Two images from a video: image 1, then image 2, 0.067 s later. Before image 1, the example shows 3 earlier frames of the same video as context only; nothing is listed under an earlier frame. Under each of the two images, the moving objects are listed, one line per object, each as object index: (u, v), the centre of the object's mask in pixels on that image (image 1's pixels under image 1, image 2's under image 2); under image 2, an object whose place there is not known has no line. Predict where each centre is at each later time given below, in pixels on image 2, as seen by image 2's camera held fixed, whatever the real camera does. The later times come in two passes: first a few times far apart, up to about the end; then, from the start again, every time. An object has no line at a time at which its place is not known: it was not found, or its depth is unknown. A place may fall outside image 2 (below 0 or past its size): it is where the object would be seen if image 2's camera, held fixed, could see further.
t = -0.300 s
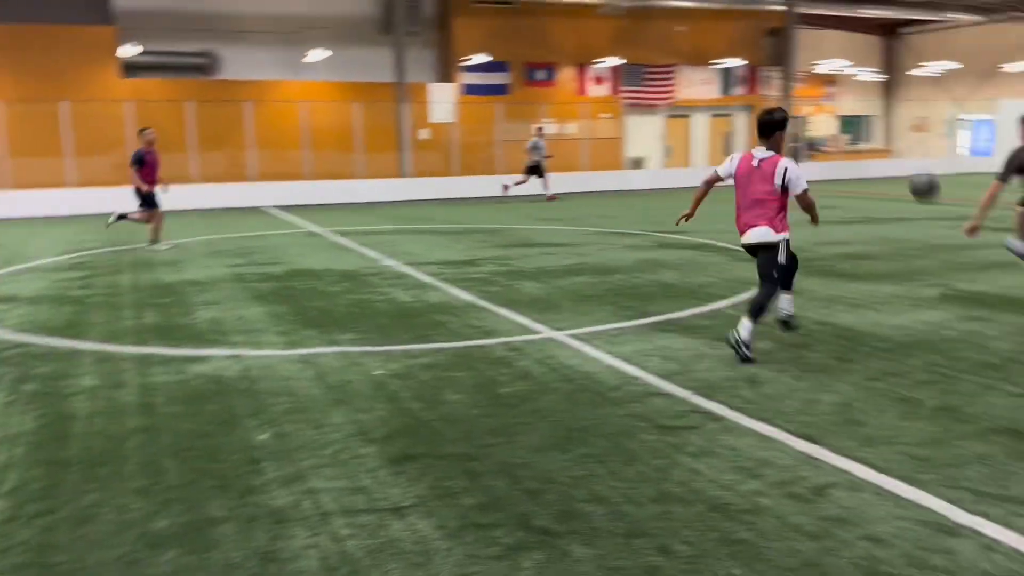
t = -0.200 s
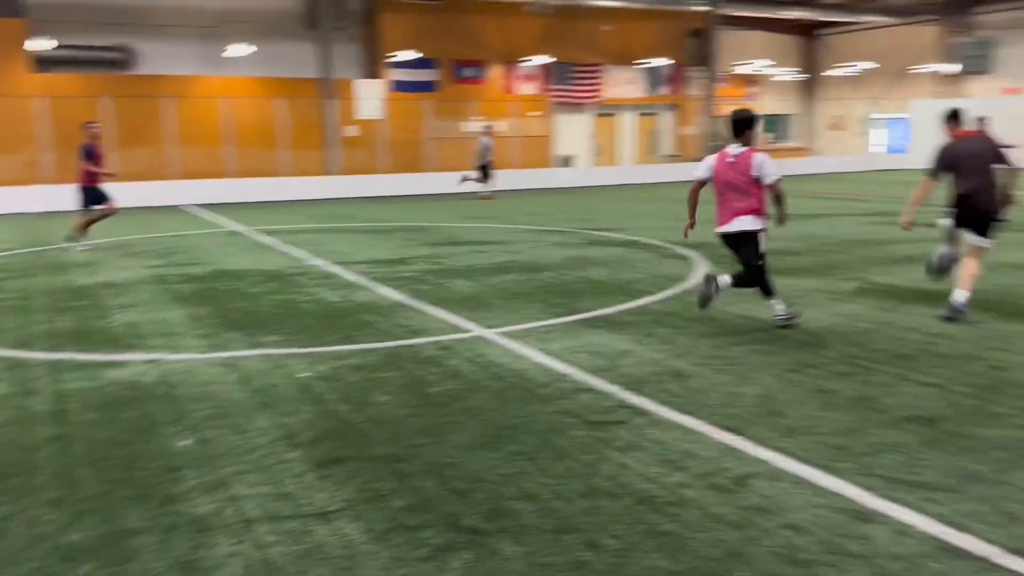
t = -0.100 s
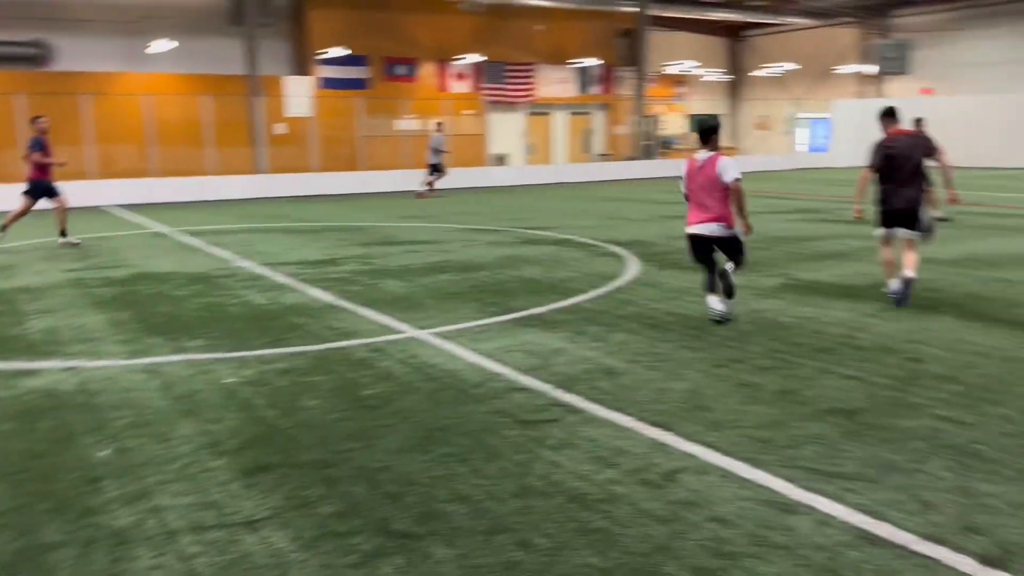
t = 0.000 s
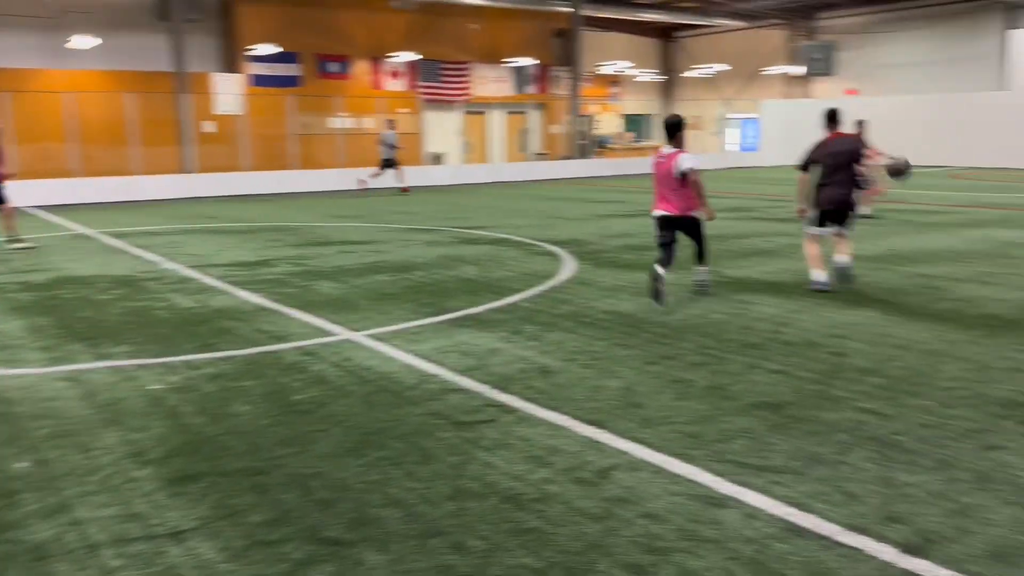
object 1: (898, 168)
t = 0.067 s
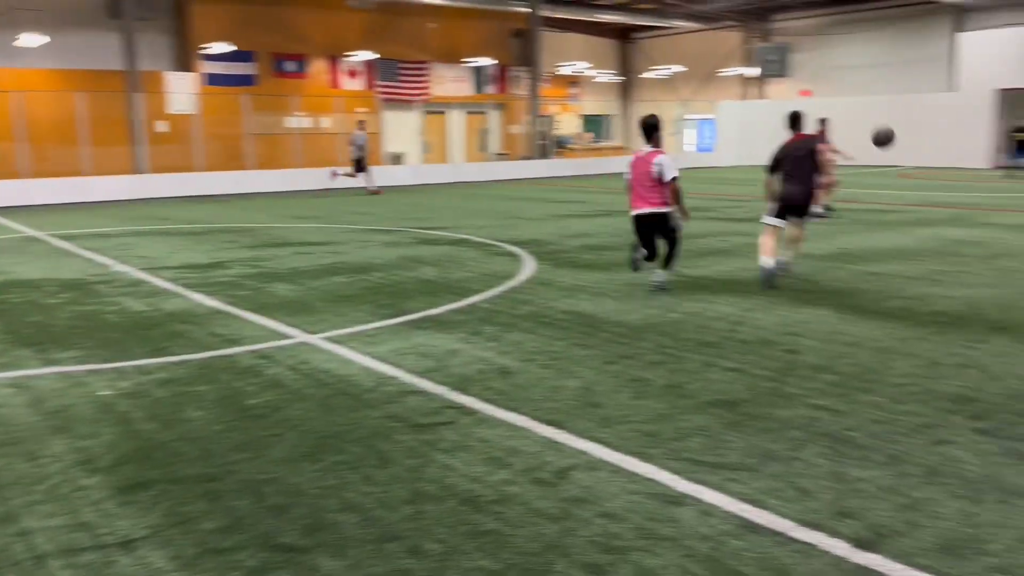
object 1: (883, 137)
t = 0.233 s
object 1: (959, 83)
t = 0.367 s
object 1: (1015, 63)
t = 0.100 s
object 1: (899, 124)
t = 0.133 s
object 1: (914, 111)
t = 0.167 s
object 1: (929, 101)
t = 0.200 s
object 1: (944, 92)
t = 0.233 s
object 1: (959, 83)
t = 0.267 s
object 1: (973, 76)
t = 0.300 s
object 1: (987, 70)
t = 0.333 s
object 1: (1001, 66)
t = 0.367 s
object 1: (1015, 63)
